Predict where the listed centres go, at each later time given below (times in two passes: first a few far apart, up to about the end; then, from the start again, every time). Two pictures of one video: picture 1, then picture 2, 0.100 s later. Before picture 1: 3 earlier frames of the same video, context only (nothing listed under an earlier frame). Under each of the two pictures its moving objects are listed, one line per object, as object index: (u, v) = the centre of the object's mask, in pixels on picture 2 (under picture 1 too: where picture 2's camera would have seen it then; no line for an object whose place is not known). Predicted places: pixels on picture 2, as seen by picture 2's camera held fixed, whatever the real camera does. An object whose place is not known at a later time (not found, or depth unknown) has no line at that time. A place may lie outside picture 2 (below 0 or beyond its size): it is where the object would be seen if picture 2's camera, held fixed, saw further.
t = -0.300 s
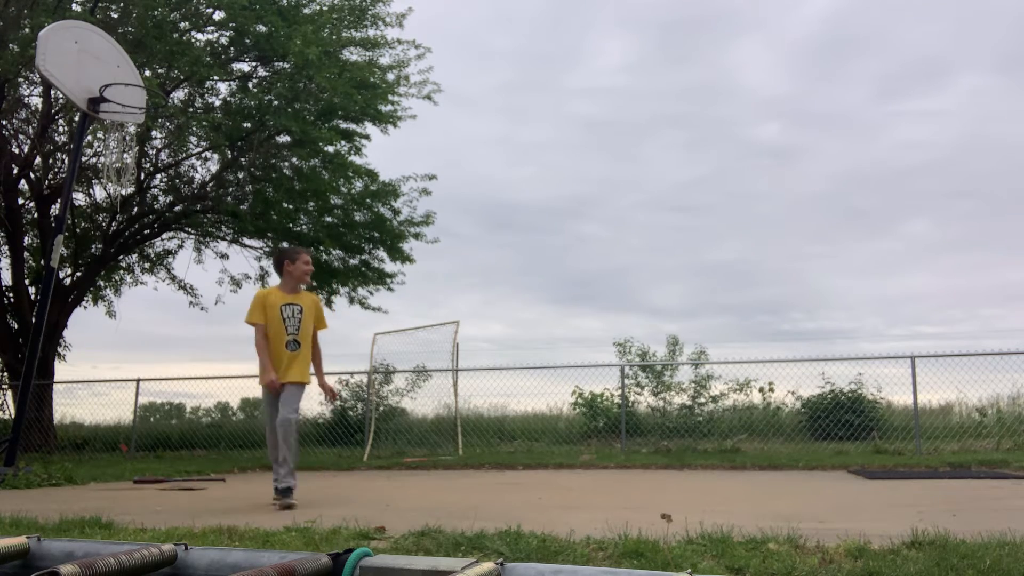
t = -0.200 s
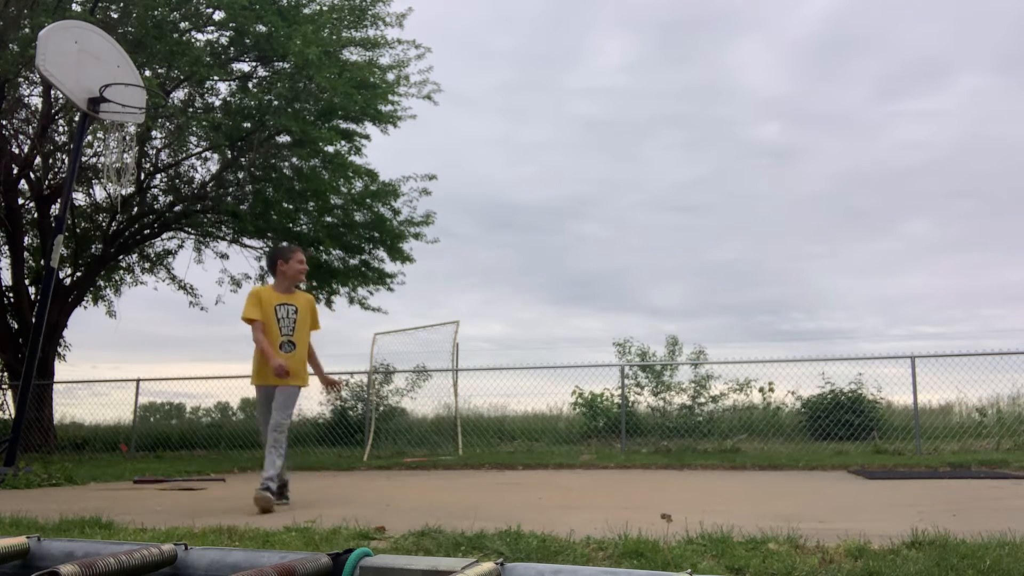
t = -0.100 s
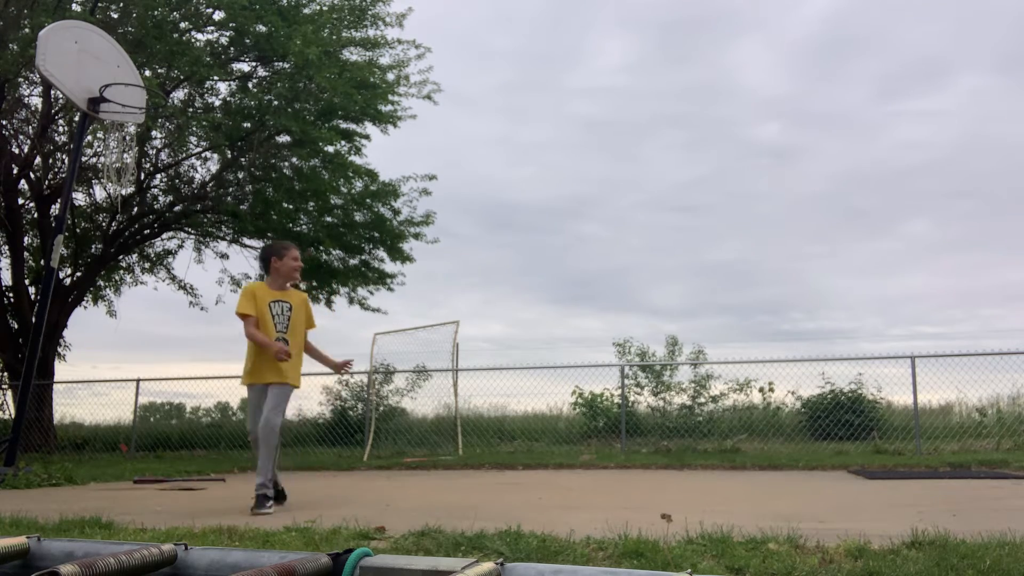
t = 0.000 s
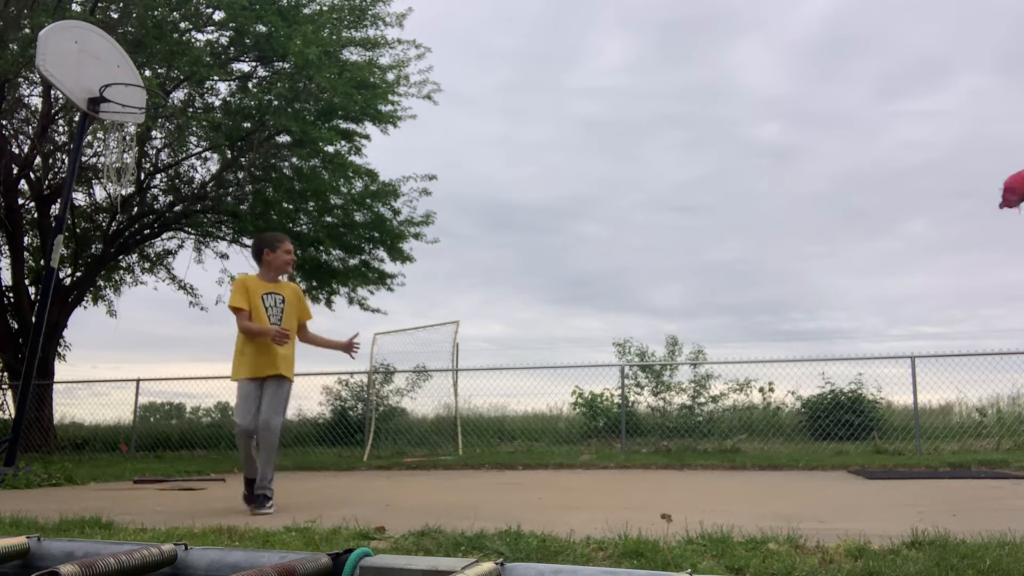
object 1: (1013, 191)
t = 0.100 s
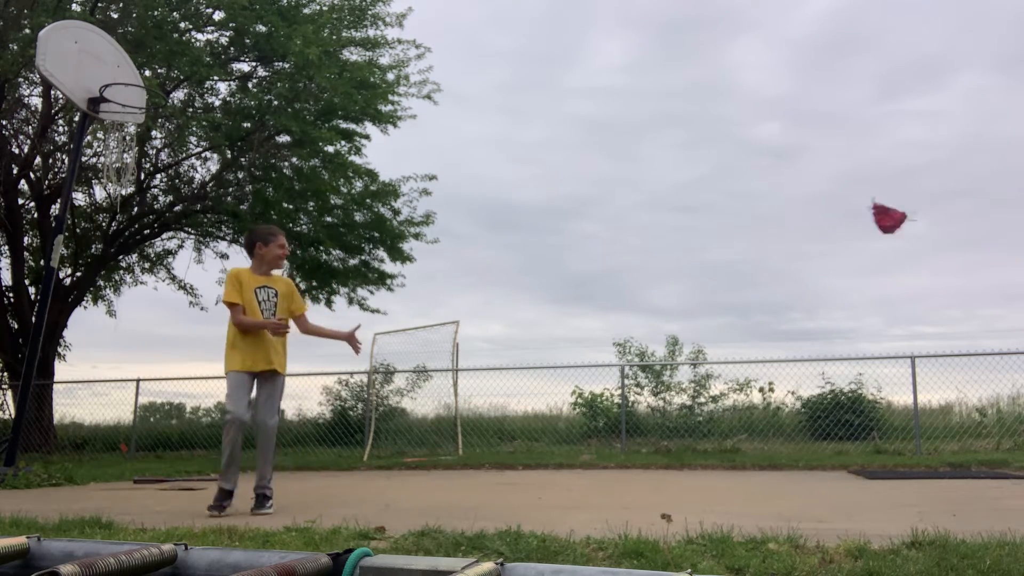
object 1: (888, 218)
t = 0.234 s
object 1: (703, 294)
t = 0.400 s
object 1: (455, 440)
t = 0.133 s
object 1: (843, 232)
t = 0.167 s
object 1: (797, 251)
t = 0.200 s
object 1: (750, 272)
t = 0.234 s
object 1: (703, 294)
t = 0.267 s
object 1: (657, 318)
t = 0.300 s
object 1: (608, 343)
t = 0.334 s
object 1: (559, 373)
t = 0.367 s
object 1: (508, 405)
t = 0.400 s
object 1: (455, 440)
